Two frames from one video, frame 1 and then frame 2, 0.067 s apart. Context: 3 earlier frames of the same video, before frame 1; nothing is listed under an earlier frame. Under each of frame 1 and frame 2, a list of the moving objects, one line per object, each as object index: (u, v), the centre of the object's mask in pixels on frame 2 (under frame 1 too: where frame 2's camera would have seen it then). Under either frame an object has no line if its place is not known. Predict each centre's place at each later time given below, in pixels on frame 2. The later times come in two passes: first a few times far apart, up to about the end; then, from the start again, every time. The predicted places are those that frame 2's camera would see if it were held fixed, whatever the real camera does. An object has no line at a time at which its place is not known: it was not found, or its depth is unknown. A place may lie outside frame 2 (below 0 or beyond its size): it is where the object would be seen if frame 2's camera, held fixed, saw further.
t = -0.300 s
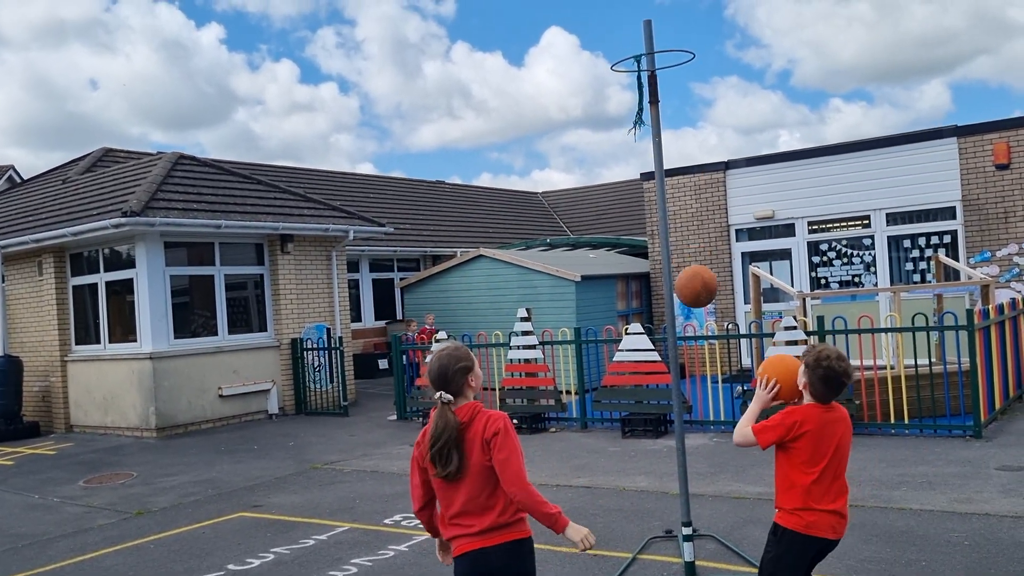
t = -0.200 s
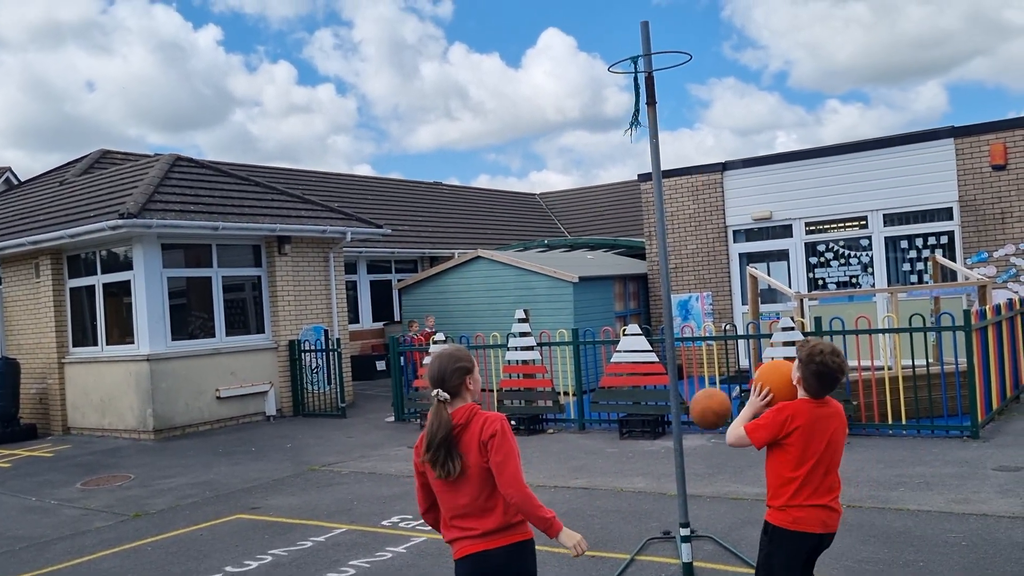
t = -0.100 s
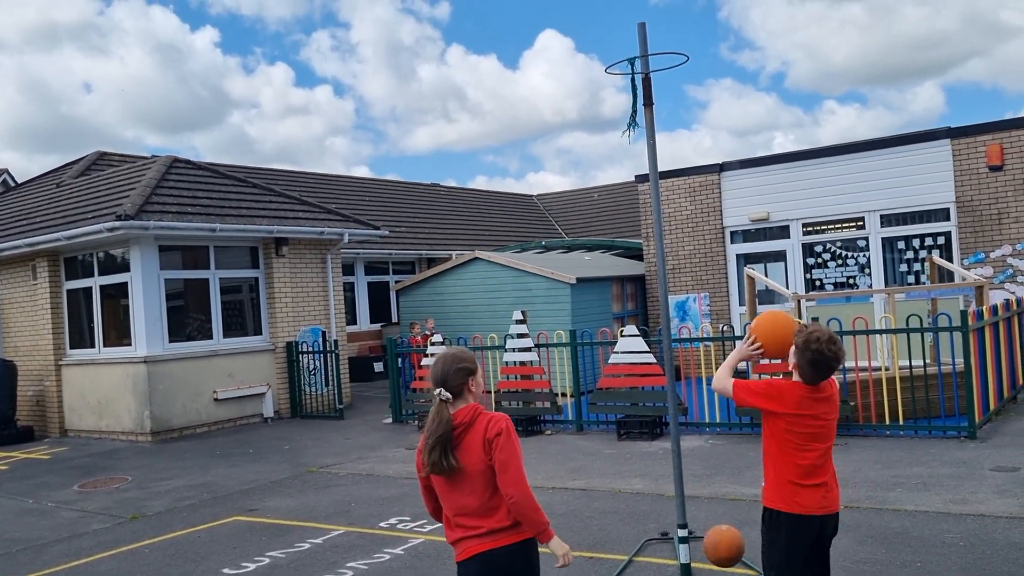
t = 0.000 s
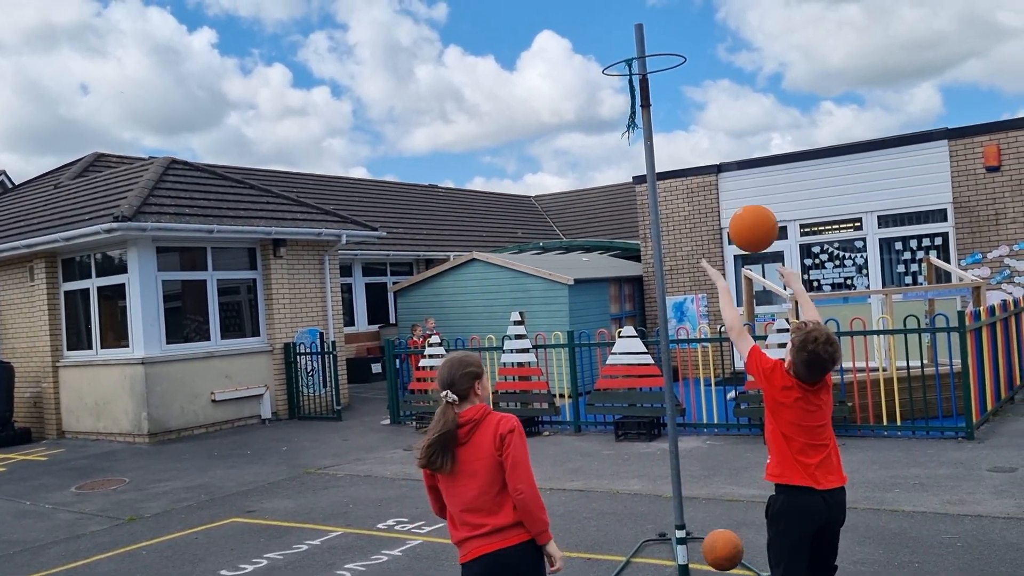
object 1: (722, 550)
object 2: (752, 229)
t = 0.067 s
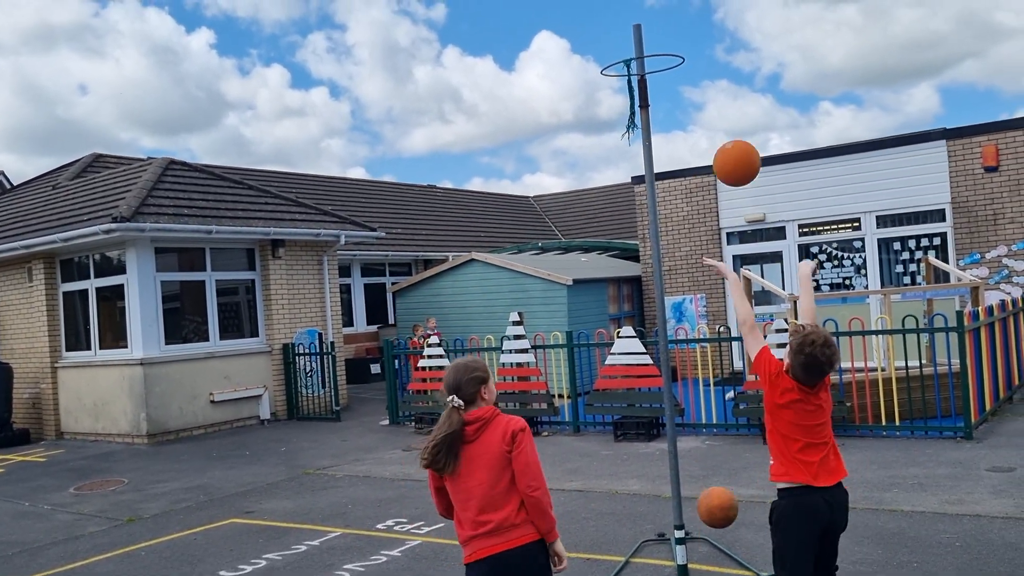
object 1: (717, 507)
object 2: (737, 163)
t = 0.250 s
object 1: (709, 435)
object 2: (704, 51)
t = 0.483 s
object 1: (704, 438)
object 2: (677, 22)
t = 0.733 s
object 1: (707, 557)
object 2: (672, 92)
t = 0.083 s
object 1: (717, 498)
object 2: (733, 149)
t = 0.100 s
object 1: (716, 489)
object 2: (730, 136)
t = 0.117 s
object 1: (715, 481)
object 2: (727, 123)
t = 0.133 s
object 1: (714, 473)
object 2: (724, 111)
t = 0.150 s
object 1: (713, 466)
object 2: (720, 101)
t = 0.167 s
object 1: (712, 460)
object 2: (717, 90)
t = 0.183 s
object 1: (711, 454)
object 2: (714, 81)
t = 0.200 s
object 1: (711, 448)
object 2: (711, 72)
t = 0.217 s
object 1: (710, 443)
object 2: (709, 64)
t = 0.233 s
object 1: (709, 439)
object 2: (706, 57)
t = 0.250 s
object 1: (709, 435)
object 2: (704, 51)
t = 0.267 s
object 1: (708, 431)
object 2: (702, 45)
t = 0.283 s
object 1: (707, 429)
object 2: (699, 39)
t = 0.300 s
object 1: (707, 427)
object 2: (697, 35)
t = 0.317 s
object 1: (706, 425)
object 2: (695, 31)
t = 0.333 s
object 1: (706, 424)
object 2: (693, 27)
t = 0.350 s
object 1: (706, 423)
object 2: (691, 24)
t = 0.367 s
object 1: (706, 423)
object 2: (689, 22)
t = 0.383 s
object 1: (705, 424)
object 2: (687, 20)
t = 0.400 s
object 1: (705, 425)
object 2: (685, 19)
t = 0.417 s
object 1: (705, 426)
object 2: (684, 19)
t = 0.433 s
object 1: (704, 428)
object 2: (682, 19)
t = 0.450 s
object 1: (704, 431)
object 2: (680, 19)
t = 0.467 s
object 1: (704, 434)
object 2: (679, 20)
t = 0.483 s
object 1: (704, 438)
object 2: (677, 22)
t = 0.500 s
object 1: (704, 442)
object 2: (676, 24)
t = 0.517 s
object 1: (704, 447)
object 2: (675, 26)
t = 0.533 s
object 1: (704, 452)
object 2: (673, 29)
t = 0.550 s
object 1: (704, 458)
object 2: (672, 33)
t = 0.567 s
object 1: (705, 465)
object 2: (671, 36)
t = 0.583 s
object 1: (705, 472)
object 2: (670, 41)
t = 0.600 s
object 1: (705, 479)
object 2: (669, 46)
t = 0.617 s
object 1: (705, 487)
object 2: (668, 51)
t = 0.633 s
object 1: (705, 496)
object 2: (667, 57)
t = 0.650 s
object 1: (706, 505)
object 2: (666, 63)
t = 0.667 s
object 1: (706, 515)
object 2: (666, 70)
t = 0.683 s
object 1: (706, 525)
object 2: (665, 76)
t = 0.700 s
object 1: (706, 536)
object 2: (667, 82)
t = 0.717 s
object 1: (707, 547)
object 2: (670, 87)
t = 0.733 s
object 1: (707, 557)
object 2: (672, 92)
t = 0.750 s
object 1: (707, 563)
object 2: (674, 98)
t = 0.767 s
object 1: (708, 569)
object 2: (677, 104)
